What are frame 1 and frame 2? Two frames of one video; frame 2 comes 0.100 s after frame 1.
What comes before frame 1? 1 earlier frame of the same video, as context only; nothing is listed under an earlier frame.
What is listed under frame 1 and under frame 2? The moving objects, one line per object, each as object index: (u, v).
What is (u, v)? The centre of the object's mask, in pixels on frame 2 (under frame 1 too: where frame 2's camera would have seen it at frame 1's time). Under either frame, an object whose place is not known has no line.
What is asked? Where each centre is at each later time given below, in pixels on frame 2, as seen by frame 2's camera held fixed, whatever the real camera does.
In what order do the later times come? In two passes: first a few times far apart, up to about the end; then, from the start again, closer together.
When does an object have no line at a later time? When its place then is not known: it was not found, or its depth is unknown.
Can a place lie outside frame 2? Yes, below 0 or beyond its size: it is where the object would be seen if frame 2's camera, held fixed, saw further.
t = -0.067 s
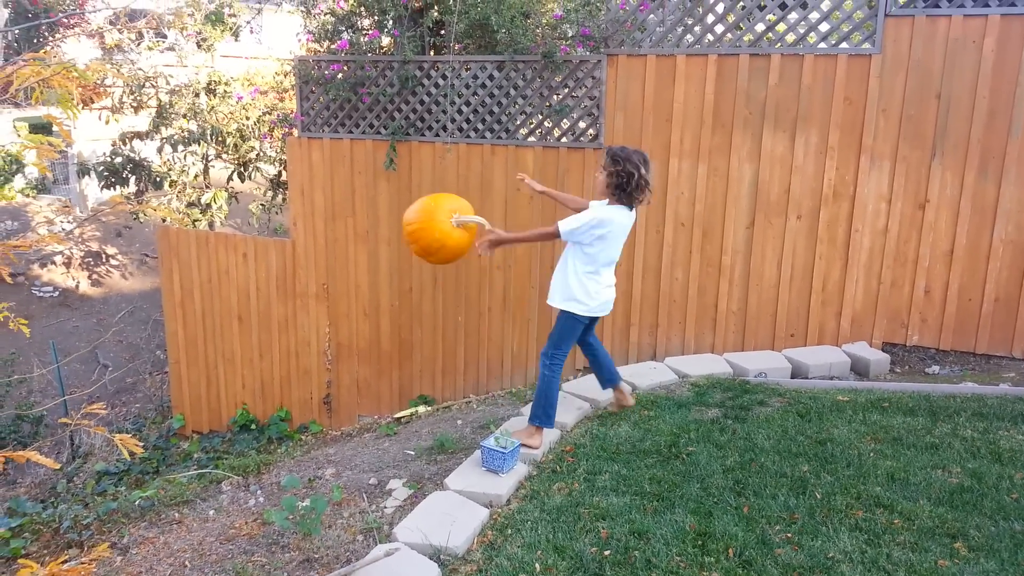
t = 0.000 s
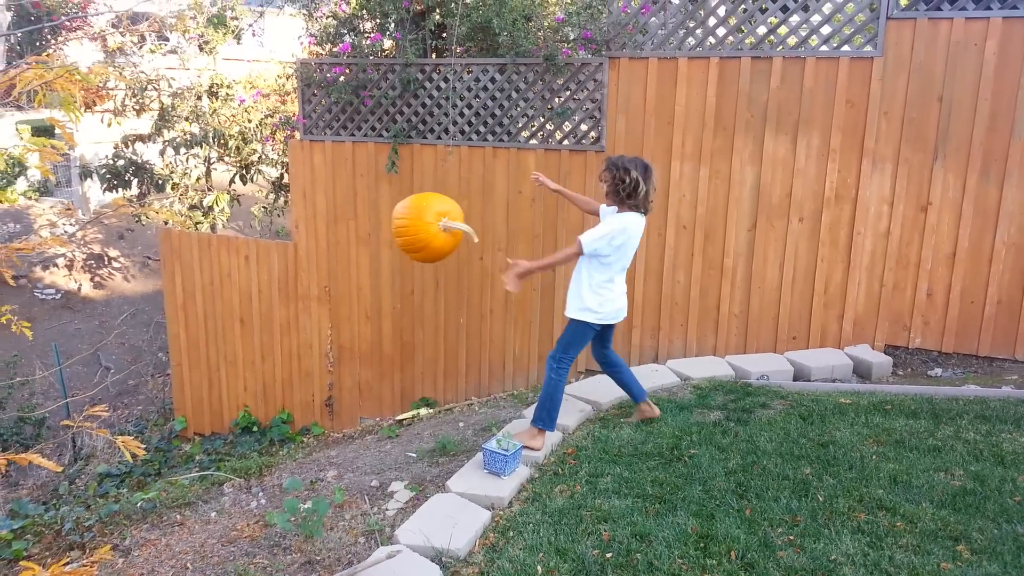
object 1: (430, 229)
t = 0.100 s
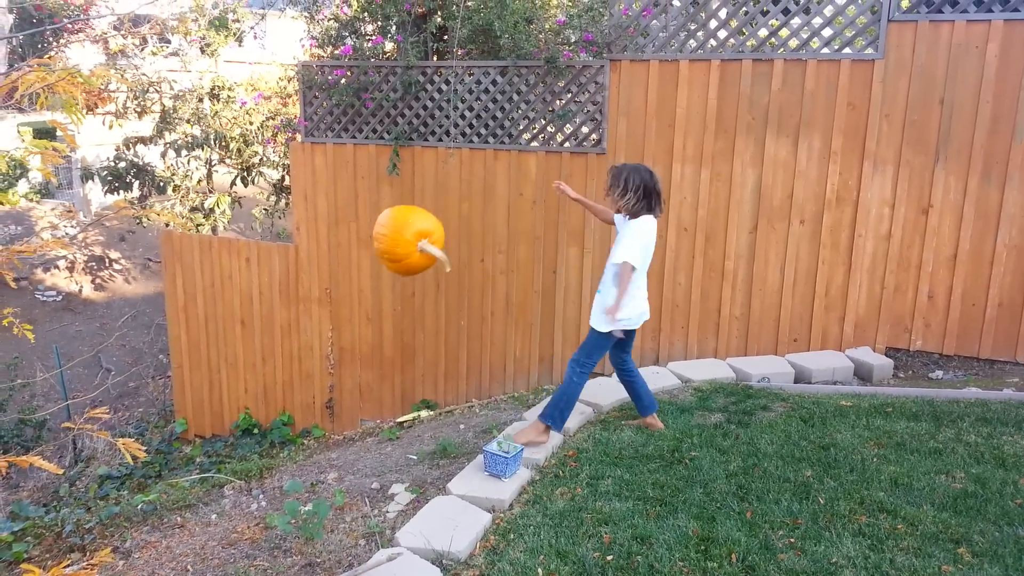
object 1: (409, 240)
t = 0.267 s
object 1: (375, 300)
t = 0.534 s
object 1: (331, 448)
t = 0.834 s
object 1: (308, 405)
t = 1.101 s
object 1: (281, 433)
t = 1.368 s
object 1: (243, 446)
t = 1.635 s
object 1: (209, 448)
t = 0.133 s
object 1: (402, 248)
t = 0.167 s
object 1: (396, 257)
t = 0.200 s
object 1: (389, 270)
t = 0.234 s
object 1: (382, 283)
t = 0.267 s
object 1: (375, 300)
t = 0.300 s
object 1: (369, 318)
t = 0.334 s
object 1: (363, 337)
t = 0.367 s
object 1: (357, 359)
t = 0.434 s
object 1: (345, 407)
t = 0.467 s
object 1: (339, 433)
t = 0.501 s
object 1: (334, 457)
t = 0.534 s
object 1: (331, 448)
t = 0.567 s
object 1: (329, 434)
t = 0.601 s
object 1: (325, 424)
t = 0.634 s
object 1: (323, 415)
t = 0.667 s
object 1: (320, 409)
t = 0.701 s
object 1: (318, 405)
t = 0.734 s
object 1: (315, 402)
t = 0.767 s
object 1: (313, 402)
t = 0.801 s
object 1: (310, 402)
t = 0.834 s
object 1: (308, 405)
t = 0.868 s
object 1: (305, 408)
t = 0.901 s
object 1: (303, 414)
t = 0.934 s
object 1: (300, 421)
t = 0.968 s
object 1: (297, 431)
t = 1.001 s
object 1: (295, 440)
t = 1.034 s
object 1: (291, 439)
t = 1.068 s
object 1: (286, 436)
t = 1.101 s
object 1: (281, 433)
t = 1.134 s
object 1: (277, 433)
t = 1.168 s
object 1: (272, 434)
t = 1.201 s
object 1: (268, 437)
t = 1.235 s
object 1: (263, 440)
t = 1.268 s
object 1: (258, 443)
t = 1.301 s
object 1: (253, 446)
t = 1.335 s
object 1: (248, 446)
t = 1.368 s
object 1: (243, 446)
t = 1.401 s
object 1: (238, 446)
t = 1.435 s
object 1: (233, 447)
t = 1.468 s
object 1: (228, 450)
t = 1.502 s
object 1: (224, 453)
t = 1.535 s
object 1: (221, 455)
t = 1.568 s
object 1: (218, 454)
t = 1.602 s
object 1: (213, 451)
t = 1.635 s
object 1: (209, 448)
